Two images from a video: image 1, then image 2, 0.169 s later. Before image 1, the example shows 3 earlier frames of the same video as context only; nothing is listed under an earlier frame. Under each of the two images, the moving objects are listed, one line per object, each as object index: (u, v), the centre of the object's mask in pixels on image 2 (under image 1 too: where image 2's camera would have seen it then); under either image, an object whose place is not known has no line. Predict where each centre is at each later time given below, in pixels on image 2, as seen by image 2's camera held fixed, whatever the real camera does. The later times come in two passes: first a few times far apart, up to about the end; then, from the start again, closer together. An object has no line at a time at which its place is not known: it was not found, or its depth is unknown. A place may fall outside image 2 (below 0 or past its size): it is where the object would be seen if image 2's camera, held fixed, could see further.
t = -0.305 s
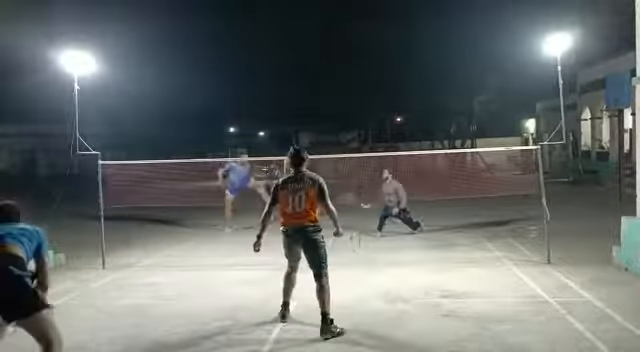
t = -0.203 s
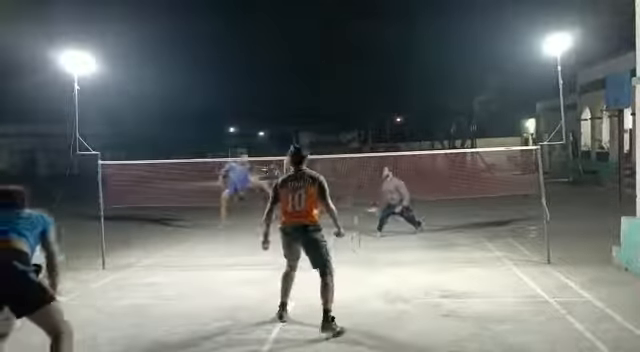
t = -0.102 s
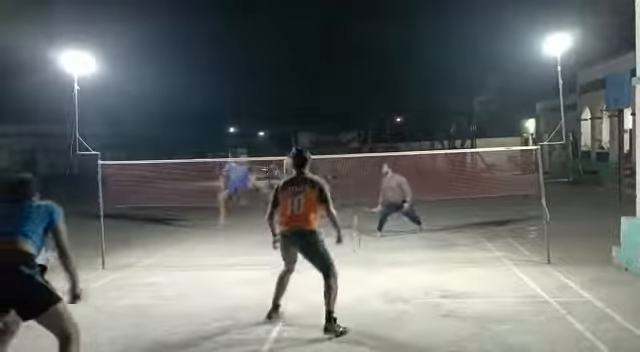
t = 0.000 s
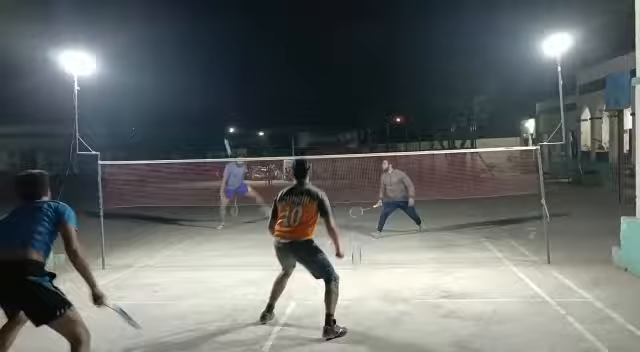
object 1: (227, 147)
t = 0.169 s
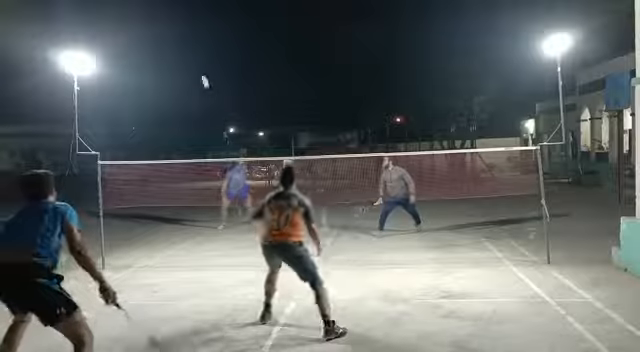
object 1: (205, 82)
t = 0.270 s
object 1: (194, 55)
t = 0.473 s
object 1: (174, 25)
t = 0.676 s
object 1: (154, 29)
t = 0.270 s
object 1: (194, 55)
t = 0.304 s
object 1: (191, 48)
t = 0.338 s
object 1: (187, 41)
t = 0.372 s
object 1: (184, 36)
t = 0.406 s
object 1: (180, 31)
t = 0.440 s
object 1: (177, 27)
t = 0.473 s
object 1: (174, 25)
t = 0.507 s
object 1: (170, 23)
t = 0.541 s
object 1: (167, 22)
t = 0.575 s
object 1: (164, 22)
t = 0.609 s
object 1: (160, 23)
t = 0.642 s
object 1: (157, 26)
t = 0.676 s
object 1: (154, 29)
